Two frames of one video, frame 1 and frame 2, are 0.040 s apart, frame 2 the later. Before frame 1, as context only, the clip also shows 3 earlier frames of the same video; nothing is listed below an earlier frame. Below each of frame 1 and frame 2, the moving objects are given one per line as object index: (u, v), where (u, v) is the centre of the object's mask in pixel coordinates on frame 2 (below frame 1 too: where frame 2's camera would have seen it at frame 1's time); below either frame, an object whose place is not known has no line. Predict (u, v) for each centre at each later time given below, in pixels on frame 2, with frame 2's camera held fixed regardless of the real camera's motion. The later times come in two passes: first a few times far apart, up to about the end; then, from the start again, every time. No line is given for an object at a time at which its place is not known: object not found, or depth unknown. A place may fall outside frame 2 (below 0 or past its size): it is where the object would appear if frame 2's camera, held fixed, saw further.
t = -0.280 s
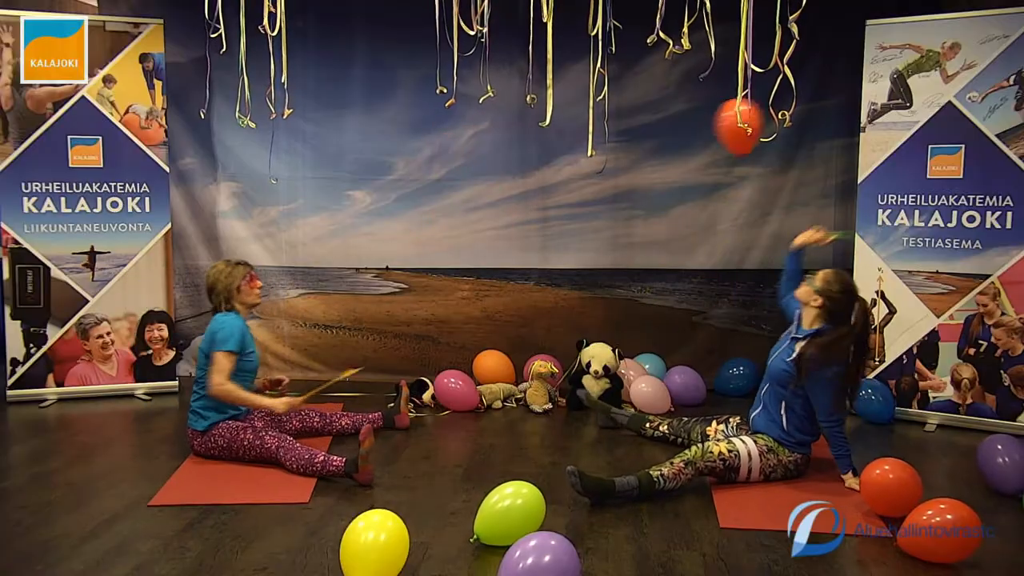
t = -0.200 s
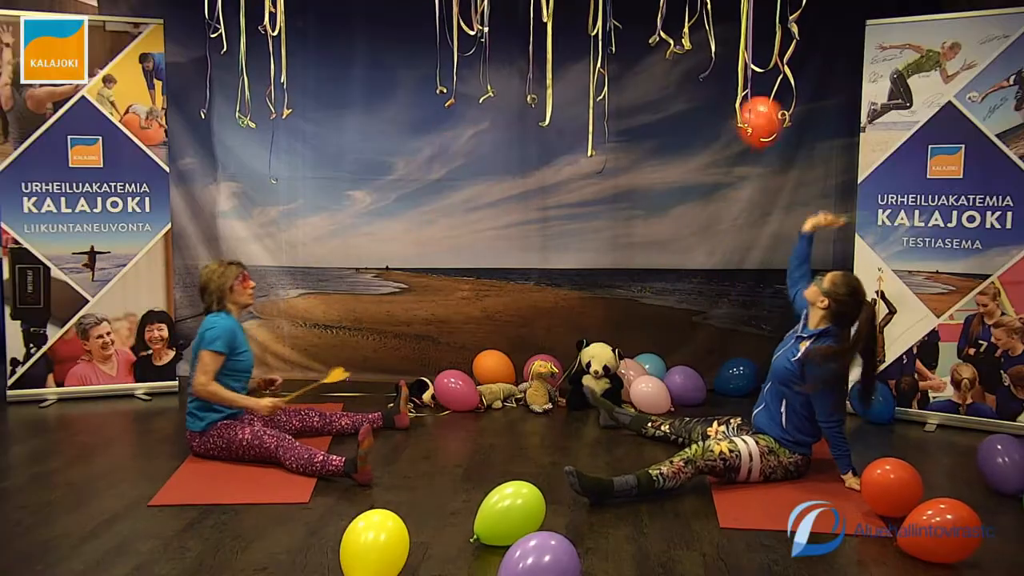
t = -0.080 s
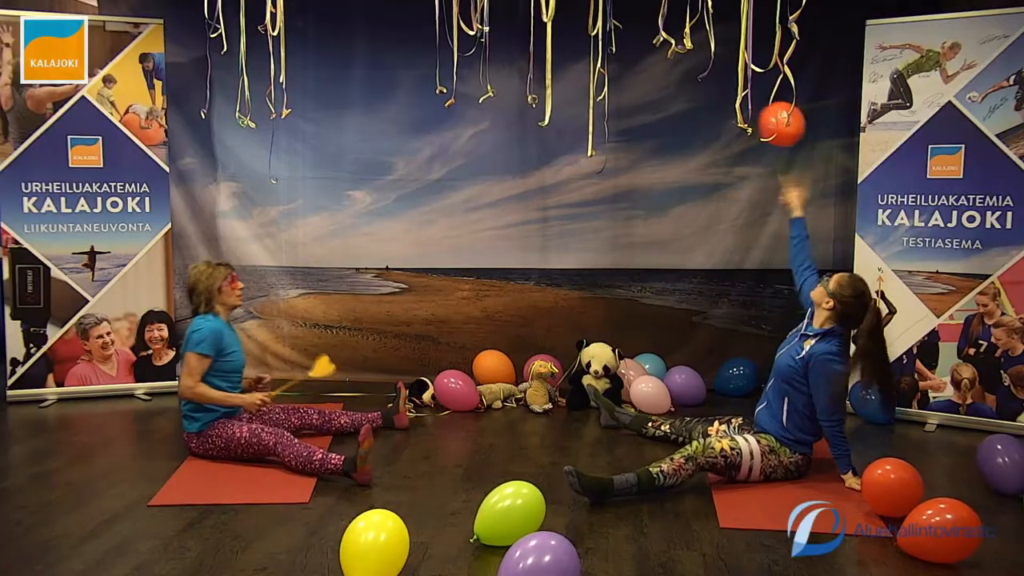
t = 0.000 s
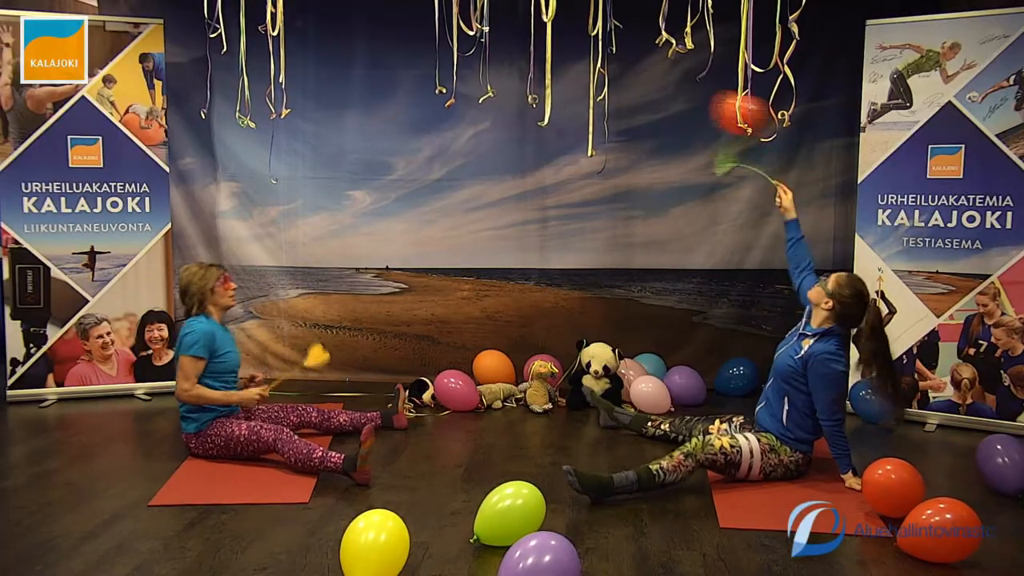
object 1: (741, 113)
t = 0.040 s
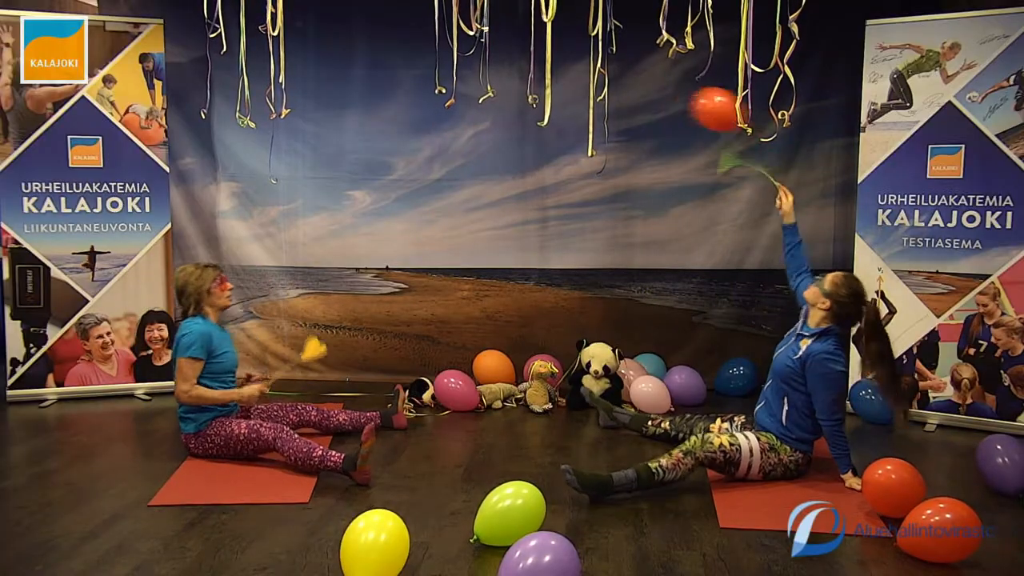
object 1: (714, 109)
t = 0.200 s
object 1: (661, 106)
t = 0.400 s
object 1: (622, 113)
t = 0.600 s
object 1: (598, 131)
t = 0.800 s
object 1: (585, 153)
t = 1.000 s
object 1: (580, 181)
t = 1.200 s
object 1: (574, 217)
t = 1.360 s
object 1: (570, 248)
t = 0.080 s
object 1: (703, 107)
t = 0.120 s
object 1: (689, 107)
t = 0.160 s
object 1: (677, 107)
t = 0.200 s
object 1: (661, 106)
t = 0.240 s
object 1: (651, 106)
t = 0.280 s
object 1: (643, 107)
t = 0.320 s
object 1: (635, 108)
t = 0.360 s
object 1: (628, 110)
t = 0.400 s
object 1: (622, 113)
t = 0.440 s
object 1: (617, 117)
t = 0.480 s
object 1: (611, 121)
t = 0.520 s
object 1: (608, 123)
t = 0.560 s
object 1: (601, 127)
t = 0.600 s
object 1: (598, 131)
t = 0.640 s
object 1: (594, 135)
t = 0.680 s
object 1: (590, 138)
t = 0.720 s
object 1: (587, 144)
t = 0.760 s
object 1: (586, 148)
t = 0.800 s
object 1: (585, 153)
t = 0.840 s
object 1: (584, 159)
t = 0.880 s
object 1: (582, 164)
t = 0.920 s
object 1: (581, 169)
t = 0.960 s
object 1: (581, 175)
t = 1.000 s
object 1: (580, 181)
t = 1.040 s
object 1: (580, 188)
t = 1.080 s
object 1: (579, 196)
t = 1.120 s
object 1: (577, 203)
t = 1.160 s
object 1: (575, 210)
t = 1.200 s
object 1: (574, 217)
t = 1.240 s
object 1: (572, 224)
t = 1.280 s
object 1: (571, 232)
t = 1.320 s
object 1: (571, 240)
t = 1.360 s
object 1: (570, 248)
